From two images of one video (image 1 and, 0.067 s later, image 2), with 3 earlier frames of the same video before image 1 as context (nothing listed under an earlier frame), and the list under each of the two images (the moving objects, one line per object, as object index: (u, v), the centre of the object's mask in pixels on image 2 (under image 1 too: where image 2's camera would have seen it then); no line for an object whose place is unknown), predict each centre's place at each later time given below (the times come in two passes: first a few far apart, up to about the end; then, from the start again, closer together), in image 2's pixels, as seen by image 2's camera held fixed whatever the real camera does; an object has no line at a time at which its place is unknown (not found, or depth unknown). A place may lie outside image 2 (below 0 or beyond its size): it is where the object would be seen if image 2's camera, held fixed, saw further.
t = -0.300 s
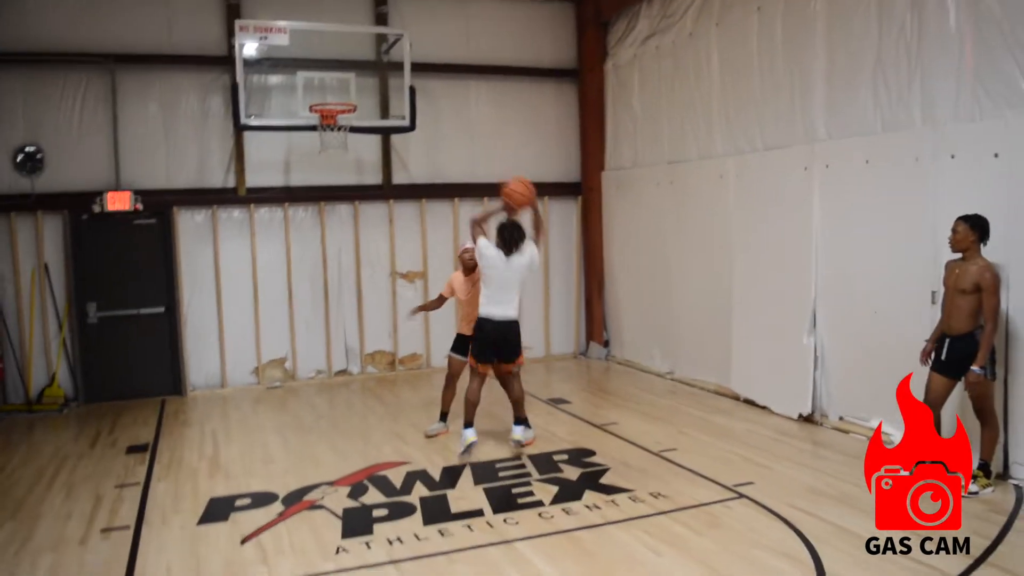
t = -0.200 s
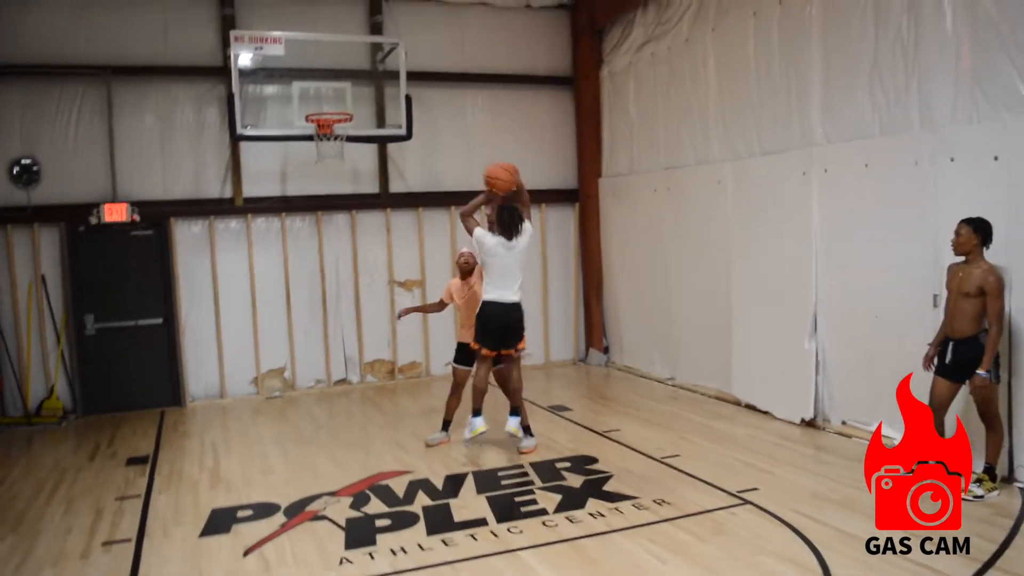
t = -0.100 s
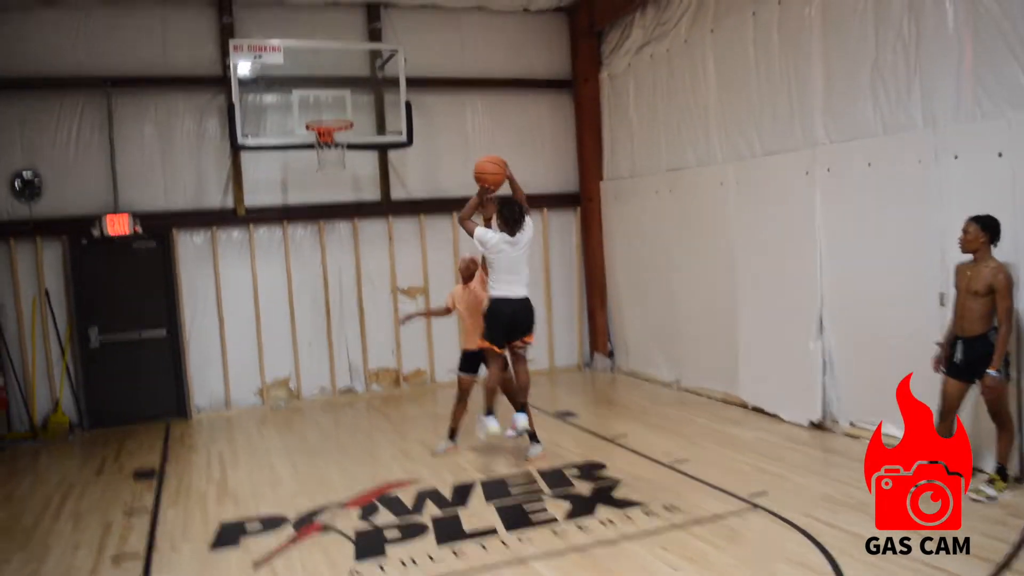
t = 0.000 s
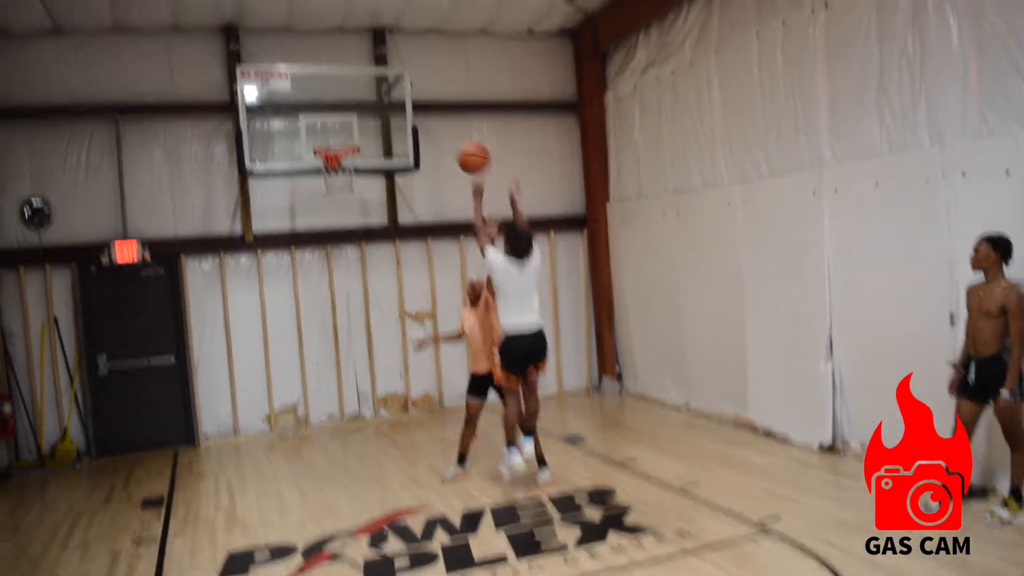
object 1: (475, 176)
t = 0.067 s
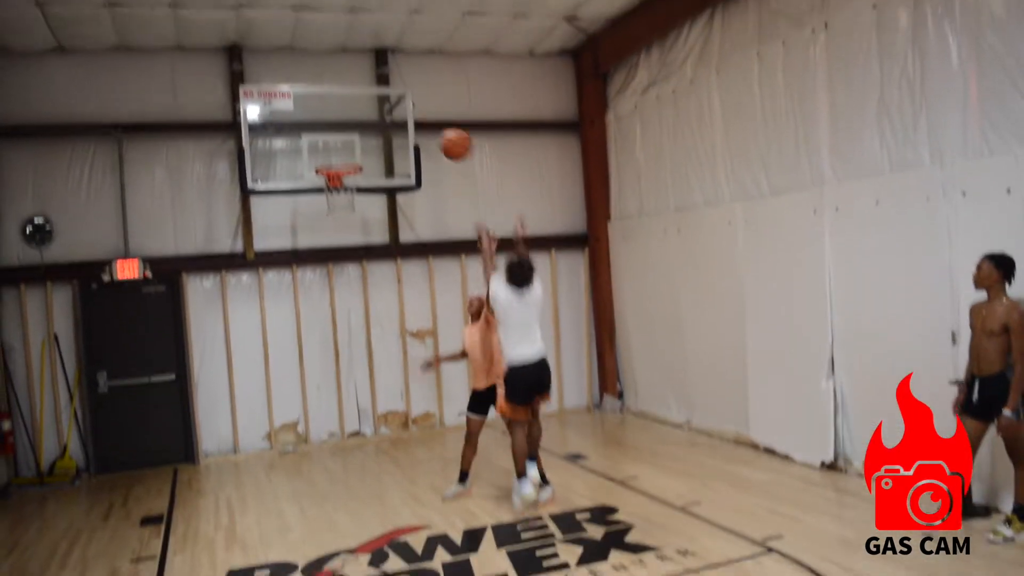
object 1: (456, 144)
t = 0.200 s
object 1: (422, 103)
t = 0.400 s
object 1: (380, 86)
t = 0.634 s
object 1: (344, 118)
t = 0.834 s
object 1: (340, 162)
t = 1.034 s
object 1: (332, 181)
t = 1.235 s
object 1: (334, 198)
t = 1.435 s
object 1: (349, 231)
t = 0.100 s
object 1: (446, 131)
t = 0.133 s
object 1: (439, 121)
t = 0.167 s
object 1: (430, 111)
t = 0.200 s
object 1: (422, 103)
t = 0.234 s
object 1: (414, 96)
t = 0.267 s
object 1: (407, 92)
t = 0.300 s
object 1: (400, 88)
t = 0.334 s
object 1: (393, 86)
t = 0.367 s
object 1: (387, 86)
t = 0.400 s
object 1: (380, 86)
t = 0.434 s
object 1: (375, 87)
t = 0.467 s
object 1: (369, 90)
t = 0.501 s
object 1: (364, 94)
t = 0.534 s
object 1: (359, 98)
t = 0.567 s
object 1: (354, 105)
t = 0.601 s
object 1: (349, 111)
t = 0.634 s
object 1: (344, 118)
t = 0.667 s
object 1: (340, 127)
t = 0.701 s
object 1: (337, 136)
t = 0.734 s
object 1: (332, 148)
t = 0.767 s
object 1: (328, 157)
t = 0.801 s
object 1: (328, 163)
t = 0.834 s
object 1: (340, 162)
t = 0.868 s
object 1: (349, 169)
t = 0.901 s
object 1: (346, 167)
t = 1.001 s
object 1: (334, 177)
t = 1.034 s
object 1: (332, 181)
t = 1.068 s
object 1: (330, 186)
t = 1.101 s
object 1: (330, 189)
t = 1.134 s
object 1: (331, 191)
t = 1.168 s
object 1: (332, 193)
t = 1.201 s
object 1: (333, 195)
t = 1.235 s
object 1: (334, 198)
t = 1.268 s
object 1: (336, 201)
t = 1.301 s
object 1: (339, 206)
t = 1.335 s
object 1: (341, 210)
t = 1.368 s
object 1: (343, 216)
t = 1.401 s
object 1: (346, 223)
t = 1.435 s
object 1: (349, 231)
